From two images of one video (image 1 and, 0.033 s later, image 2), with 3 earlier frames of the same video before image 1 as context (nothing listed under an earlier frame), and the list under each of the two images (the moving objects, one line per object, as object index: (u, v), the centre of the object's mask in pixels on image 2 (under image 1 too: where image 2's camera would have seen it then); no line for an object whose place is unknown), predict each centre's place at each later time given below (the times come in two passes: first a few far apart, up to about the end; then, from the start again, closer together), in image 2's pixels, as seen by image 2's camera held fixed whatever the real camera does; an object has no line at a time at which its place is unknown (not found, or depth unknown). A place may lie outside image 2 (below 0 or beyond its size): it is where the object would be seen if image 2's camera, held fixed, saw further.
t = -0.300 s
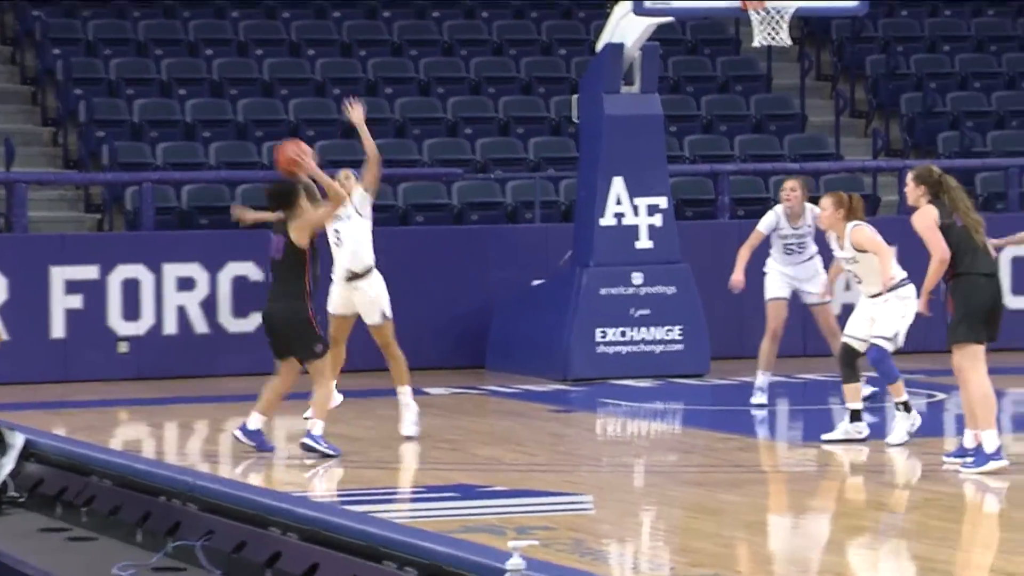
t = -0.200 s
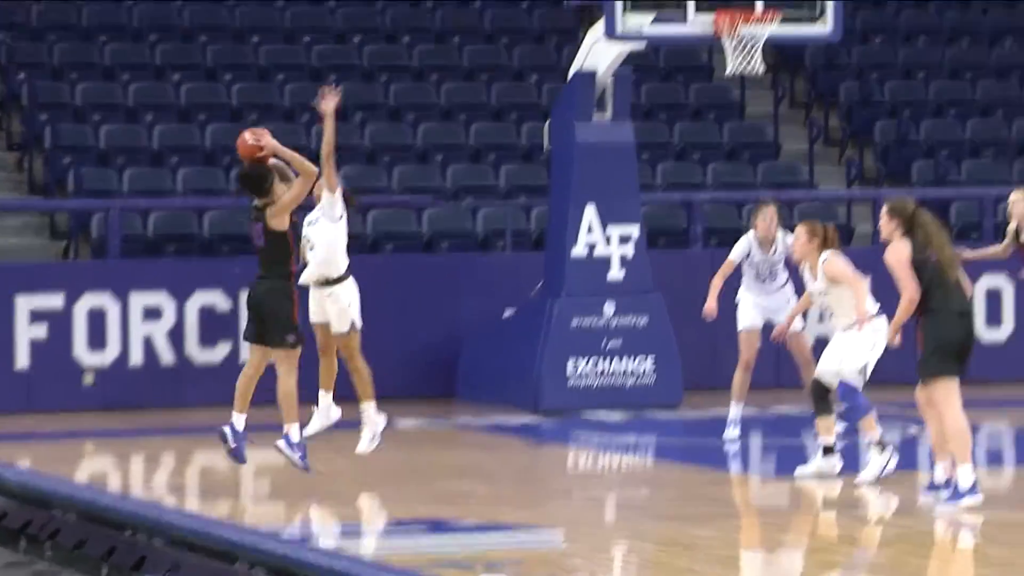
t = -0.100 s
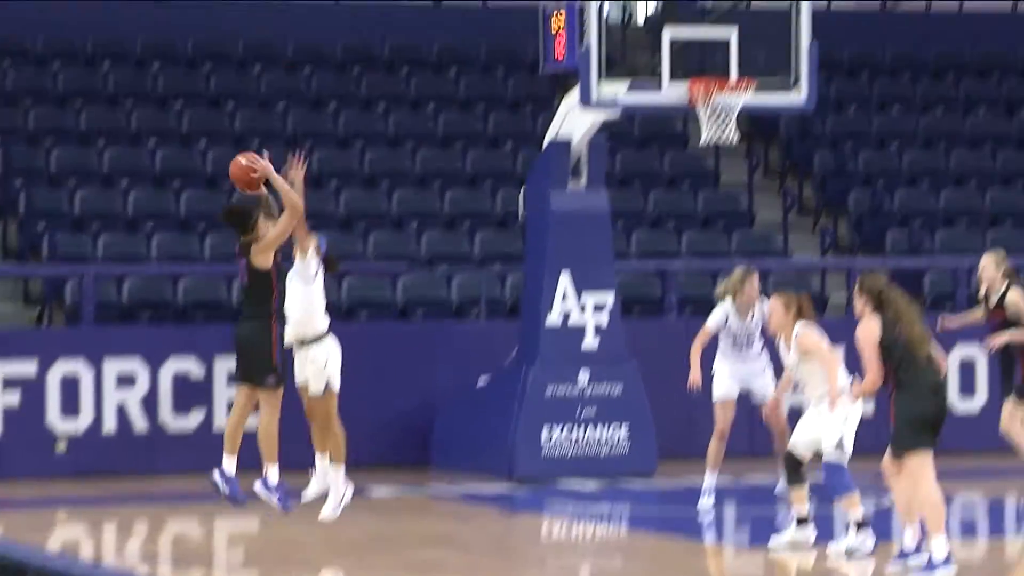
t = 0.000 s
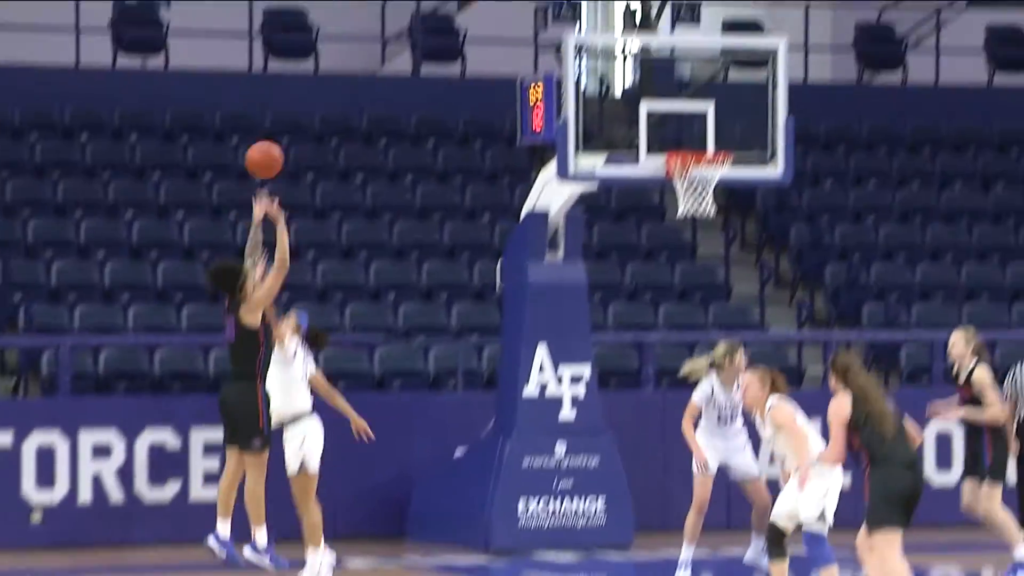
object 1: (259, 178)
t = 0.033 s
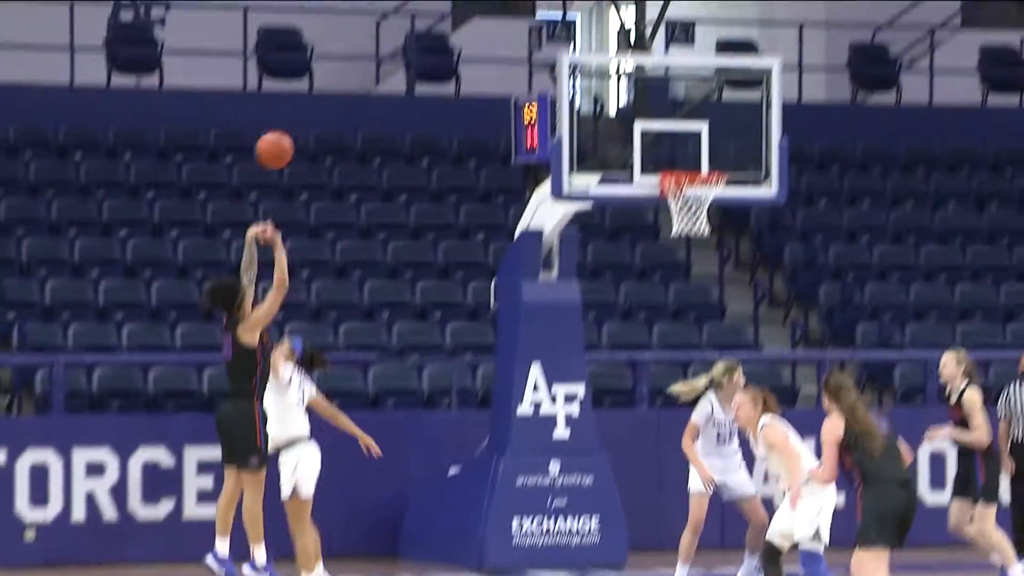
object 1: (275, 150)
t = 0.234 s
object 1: (365, 23)
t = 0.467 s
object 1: (459, -42)
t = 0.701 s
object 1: (546, -28)
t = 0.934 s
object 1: (628, 59)
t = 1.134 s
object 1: (693, 181)
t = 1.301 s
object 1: (722, 276)
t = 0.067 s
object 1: (290, 124)
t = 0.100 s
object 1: (305, 100)
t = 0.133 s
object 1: (321, 77)
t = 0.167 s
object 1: (336, 57)
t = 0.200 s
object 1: (350, 39)
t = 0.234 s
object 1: (365, 23)
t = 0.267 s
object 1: (378, 8)
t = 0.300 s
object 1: (392, -4)
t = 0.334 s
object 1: (406, -16)
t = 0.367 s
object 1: (420, -25)
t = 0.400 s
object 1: (433, -33)
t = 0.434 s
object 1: (446, -39)
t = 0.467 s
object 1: (459, -42)
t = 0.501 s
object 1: (472, -45)
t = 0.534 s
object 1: (484, -46)
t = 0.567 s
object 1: (497, -45)
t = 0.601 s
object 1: (509, -43)
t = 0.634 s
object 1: (522, -40)
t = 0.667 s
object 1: (534, -34)
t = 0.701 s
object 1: (546, -28)
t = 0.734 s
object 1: (559, -20)
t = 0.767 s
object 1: (571, -10)
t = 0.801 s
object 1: (582, 1)
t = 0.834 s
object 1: (594, 14)
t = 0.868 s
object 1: (605, 28)
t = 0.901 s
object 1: (616, 43)
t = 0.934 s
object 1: (628, 59)
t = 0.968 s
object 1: (639, 78)
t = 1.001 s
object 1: (649, 96)
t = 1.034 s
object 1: (659, 115)
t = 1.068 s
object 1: (670, 141)
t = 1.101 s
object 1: (679, 159)
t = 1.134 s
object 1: (693, 181)
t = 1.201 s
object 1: (706, 227)
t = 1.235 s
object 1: (710, 238)
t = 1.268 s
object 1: (716, 256)
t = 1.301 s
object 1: (722, 276)
